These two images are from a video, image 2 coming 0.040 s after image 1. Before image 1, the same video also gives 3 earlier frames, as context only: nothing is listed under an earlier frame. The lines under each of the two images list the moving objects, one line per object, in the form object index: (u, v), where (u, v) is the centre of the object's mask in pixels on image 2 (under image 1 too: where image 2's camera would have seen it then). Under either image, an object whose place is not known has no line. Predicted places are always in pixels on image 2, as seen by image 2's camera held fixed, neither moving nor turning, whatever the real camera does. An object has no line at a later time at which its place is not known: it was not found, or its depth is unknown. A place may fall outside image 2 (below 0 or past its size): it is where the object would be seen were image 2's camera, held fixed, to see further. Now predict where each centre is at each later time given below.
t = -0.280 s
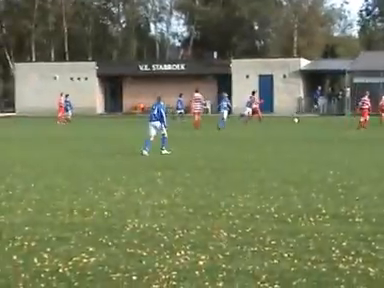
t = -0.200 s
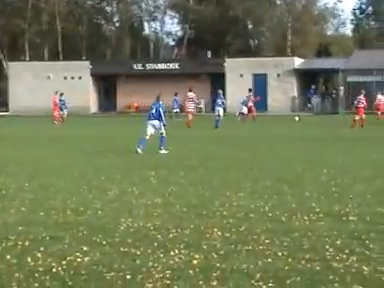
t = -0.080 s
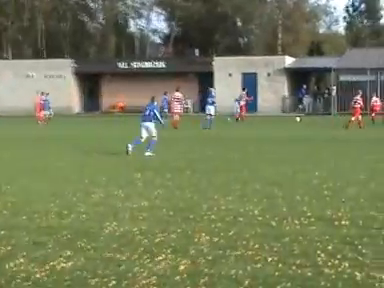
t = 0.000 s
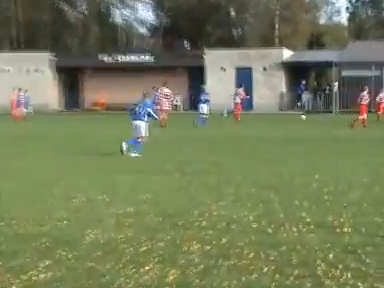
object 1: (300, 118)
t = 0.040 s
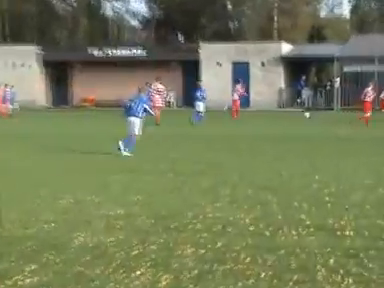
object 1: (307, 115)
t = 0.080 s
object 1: (309, 107)
